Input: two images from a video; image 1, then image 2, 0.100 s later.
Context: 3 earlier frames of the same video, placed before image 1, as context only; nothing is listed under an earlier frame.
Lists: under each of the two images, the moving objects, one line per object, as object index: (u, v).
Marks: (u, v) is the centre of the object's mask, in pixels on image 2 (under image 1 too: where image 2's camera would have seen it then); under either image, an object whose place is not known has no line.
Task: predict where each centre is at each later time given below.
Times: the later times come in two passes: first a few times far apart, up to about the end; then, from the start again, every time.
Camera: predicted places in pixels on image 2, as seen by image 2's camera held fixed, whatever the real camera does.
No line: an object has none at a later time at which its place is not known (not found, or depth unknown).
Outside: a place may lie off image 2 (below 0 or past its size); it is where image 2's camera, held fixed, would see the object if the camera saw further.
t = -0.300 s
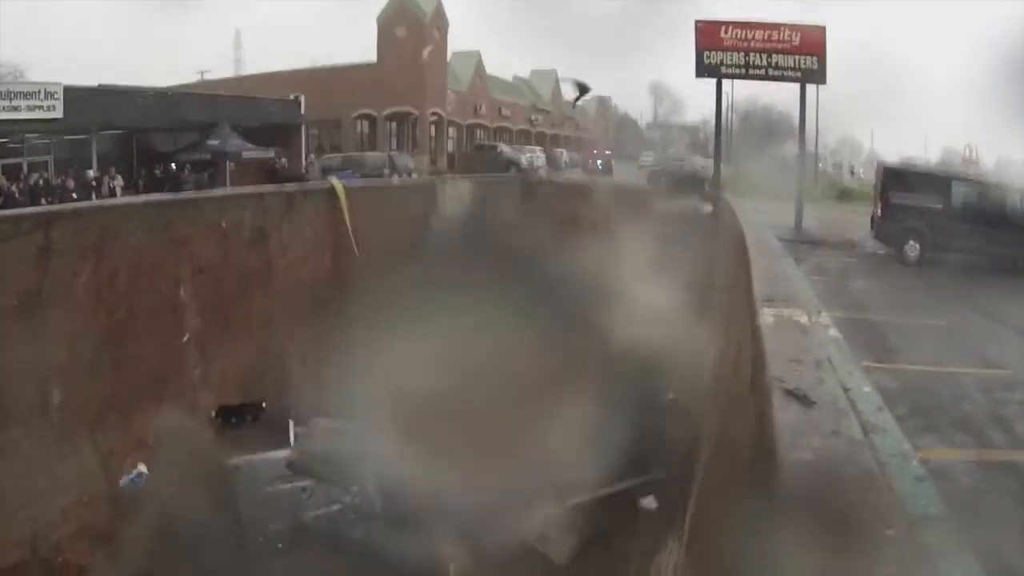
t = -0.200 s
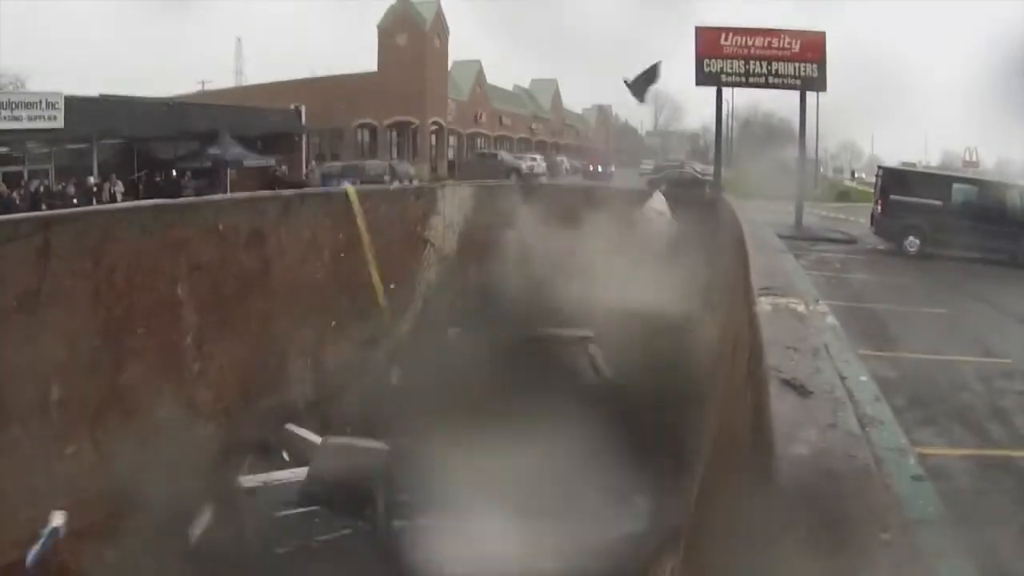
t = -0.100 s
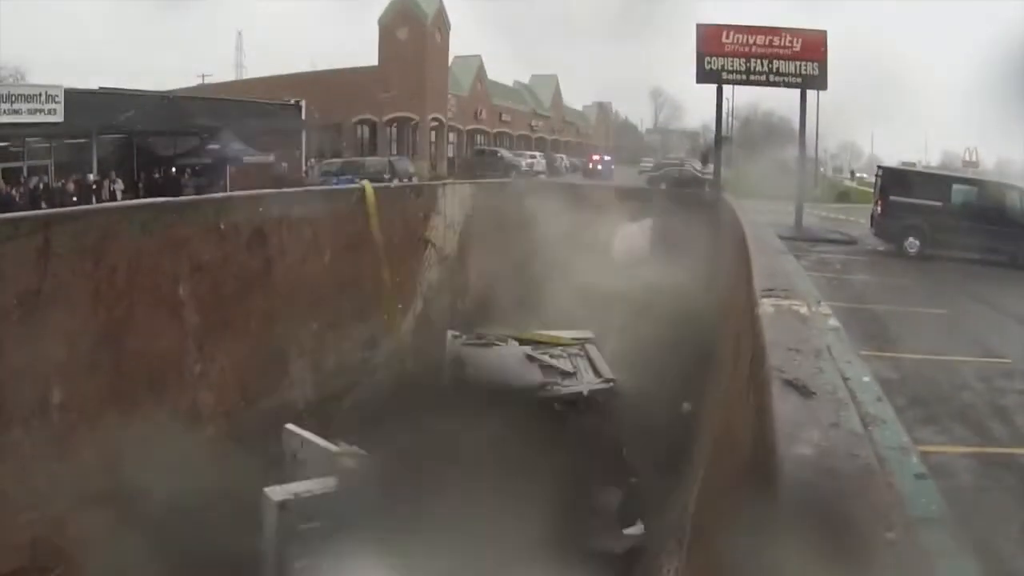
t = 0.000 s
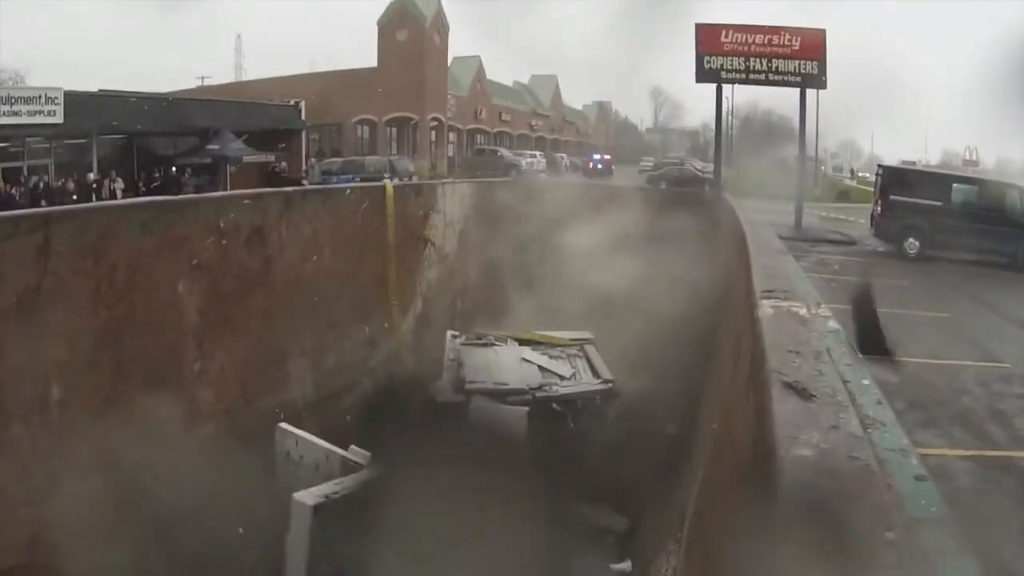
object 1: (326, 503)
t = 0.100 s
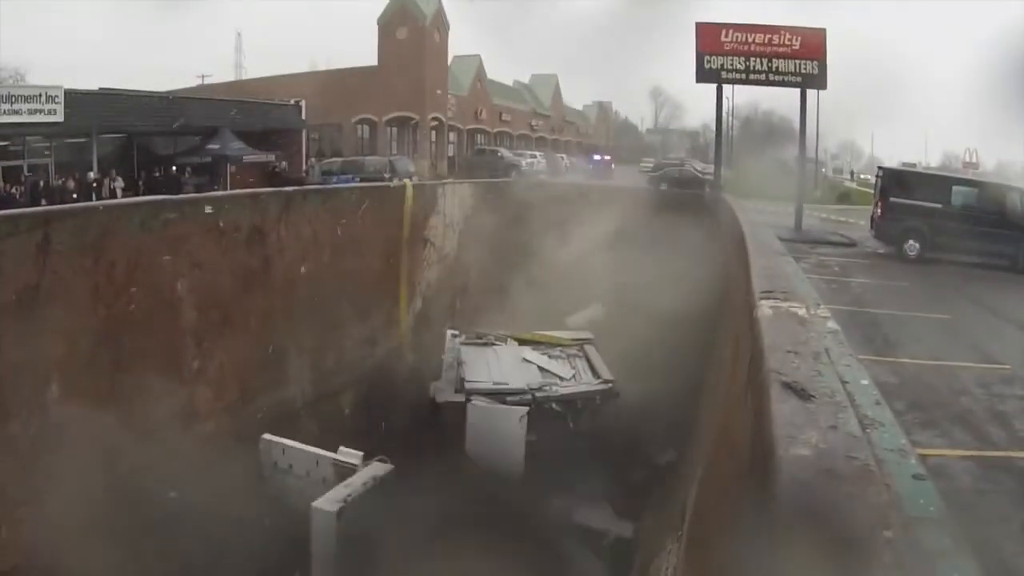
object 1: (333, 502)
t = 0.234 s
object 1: (331, 504)
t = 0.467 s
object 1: (328, 511)
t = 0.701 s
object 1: (328, 513)
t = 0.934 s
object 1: (329, 512)
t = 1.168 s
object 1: (329, 512)
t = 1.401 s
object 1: (328, 512)
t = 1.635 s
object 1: (329, 512)
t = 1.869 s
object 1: (329, 512)
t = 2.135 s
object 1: (329, 512)
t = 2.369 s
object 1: (329, 512)
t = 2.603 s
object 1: (329, 512)
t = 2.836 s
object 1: (329, 512)
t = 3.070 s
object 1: (329, 512)
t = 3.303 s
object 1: (329, 512)
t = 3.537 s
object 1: (330, 513)
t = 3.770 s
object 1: (330, 513)
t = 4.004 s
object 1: (330, 513)
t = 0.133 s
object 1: (331, 501)
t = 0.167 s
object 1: (336, 507)
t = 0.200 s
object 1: (332, 503)
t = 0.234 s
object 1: (331, 504)
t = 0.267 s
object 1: (332, 509)
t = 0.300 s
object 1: (330, 506)
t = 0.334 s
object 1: (329, 507)
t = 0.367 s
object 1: (330, 510)
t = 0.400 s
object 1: (332, 513)
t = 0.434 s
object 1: (328, 508)
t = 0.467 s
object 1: (328, 511)
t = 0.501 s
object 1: (326, 510)
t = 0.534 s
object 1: (324, 509)
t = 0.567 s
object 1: (325, 510)
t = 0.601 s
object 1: (328, 514)
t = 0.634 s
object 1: (325, 509)
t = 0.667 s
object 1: (328, 512)
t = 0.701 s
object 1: (328, 513)
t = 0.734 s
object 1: (326, 510)
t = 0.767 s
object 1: (327, 512)
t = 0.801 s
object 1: (329, 513)
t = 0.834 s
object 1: (329, 512)
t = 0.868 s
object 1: (329, 512)
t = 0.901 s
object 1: (329, 512)
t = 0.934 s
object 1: (329, 512)
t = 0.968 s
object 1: (329, 512)
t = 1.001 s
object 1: (329, 511)
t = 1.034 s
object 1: (329, 512)
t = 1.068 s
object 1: (329, 512)
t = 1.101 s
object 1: (329, 511)
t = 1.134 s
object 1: (329, 512)
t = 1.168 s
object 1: (329, 512)
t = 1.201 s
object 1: (329, 512)
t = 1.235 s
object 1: (329, 512)
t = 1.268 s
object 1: (329, 512)
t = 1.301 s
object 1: (329, 512)
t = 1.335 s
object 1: (329, 512)
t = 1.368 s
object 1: (329, 512)
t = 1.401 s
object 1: (328, 512)
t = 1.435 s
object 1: (329, 512)
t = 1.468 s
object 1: (329, 512)
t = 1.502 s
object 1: (329, 512)
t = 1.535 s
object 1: (329, 512)
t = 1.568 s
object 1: (329, 512)
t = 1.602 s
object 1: (328, 512)
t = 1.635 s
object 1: (329, 512)
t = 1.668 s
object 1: (329, 512)
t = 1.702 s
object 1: (329, 512)
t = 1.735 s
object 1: (329, 512)
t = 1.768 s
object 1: (329, 512)
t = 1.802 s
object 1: (329, 512)
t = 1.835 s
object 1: (329, 512)
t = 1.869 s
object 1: (329, 512)
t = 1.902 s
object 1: (329, 512)
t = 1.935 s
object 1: (329, 512)
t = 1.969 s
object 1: (329, 512)
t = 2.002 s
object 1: (329, 512)
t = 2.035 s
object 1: (329, 512)
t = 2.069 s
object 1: (329, 512)
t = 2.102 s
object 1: (329, 512)
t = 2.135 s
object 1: (329, 512)
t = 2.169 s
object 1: (329, 512)
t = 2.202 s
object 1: (329, 512)
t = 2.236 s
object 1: (329, 512)
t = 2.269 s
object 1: (329, 512)
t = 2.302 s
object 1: (329, 512)
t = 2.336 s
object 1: (329, 512)
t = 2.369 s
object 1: (329, 512)
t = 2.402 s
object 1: (329, 512)
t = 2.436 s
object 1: (329, 512)
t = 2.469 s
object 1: (329, 512)
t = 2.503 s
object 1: (329, 512)
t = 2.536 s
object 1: (329, 512)
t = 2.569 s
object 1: (329, 512)
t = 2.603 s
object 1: (329, 512)
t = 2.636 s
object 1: (329, 512)
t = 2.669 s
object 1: (329, 512)
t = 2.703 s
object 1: (329, 512)
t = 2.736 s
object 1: (329, 512)
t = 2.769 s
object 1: (329, 512)
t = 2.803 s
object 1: (329, 512)
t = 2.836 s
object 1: (329, 512)
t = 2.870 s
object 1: (329, 512)
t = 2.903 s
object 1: (329, 512)
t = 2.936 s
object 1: (329, 512)
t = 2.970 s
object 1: (329, 512)
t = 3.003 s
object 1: (329, 512)
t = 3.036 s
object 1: (329, 512)
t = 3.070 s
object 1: (329, 512)
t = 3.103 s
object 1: (329, 512)
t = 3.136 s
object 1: (329, 512)
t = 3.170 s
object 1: (329, 512)
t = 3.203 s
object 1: (329, 512)
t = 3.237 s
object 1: (329, 512)
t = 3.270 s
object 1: (329, 512)
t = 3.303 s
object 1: (329, 512)
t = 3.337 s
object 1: (330, 512)
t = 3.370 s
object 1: (330, 512)
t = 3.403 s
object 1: (330, 512)
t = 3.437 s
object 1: (330, 513)
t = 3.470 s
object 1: (330, 512)
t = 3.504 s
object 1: (330, 513)
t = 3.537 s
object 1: (330, 513)
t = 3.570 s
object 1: (330, 513)
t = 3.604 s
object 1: (330, 513)
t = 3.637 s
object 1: (330, 512)
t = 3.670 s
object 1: (330, 513)
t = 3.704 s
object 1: (330, 513)
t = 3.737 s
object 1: (330, 513)
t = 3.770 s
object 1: (330, 513)
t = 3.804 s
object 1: (330, 513)
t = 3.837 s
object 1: (330, 512)
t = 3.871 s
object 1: (330, 513)
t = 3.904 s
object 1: (330, 513)
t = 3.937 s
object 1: (330, 513)
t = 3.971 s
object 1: (330, 513)
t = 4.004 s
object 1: (330, 513)
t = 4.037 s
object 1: (330, 513)
